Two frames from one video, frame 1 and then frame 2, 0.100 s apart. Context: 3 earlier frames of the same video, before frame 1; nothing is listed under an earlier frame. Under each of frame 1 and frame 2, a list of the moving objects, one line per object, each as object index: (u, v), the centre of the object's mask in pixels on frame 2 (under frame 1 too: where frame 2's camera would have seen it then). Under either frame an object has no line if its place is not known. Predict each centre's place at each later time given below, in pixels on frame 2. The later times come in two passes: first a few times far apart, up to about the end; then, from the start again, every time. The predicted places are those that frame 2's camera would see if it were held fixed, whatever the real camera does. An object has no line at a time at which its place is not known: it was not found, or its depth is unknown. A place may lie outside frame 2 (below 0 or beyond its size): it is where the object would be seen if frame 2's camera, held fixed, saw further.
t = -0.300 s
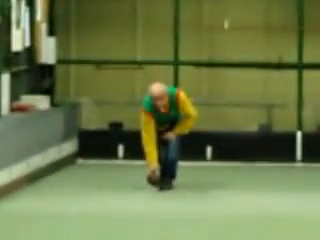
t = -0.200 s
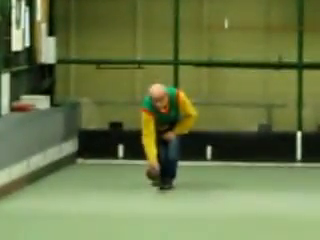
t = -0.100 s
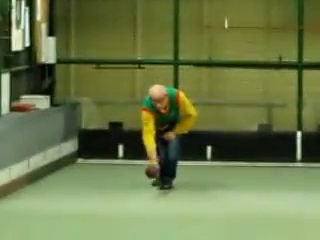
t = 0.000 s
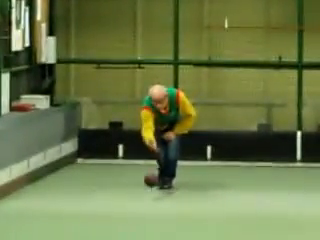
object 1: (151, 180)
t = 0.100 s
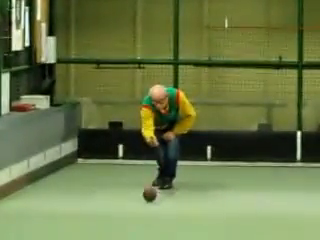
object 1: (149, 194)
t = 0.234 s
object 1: (148, 198)
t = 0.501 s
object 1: (145, 204)
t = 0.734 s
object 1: (142, 210)
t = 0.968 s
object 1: (139, 215)
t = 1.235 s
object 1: (136, 222)
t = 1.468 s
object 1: (132, 228)
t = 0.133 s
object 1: (149, 193)
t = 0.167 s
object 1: (149, 194)
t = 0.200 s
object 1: (149, 195)
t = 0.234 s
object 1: (148, 198)
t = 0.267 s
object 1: (148, 198)
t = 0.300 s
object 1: (148, 200)
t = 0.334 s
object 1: (147, 200)
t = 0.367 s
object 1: (147, 201)
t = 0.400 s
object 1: (146, 202)
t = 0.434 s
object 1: (146, 202)
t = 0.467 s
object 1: (146, 203)
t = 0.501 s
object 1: (145, 204)
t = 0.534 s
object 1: (145, 205)
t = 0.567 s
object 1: (145, 205)
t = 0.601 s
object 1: (144, 206)
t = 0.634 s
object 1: (144, 207)
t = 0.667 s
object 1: (143, 208)
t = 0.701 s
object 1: (143, 209)
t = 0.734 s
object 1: (142, 210)
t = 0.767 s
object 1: (142, 210)
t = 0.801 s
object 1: (142, 211)
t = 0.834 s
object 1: (141, 212)
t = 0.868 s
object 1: (141, 213)
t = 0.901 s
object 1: (140, 214)
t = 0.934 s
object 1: (140, 214)
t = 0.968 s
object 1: (139, 215)
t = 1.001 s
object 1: (139, 216)
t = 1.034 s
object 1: (138, 217)
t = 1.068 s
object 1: (138, 217)
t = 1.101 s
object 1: (137, 219)
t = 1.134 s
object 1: (137, 219)
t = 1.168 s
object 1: (137, 220)
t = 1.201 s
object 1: (136, 221)
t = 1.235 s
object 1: (136, 222)
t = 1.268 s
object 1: (135, 222)
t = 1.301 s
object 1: (135, 223)
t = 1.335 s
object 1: (134, 224)
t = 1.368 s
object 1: (134, 225)
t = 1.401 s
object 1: (133, 226)
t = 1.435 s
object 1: (133, 227)
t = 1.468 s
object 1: (132, 228)
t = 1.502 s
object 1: (132, 228)
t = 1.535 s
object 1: (131, 229)
